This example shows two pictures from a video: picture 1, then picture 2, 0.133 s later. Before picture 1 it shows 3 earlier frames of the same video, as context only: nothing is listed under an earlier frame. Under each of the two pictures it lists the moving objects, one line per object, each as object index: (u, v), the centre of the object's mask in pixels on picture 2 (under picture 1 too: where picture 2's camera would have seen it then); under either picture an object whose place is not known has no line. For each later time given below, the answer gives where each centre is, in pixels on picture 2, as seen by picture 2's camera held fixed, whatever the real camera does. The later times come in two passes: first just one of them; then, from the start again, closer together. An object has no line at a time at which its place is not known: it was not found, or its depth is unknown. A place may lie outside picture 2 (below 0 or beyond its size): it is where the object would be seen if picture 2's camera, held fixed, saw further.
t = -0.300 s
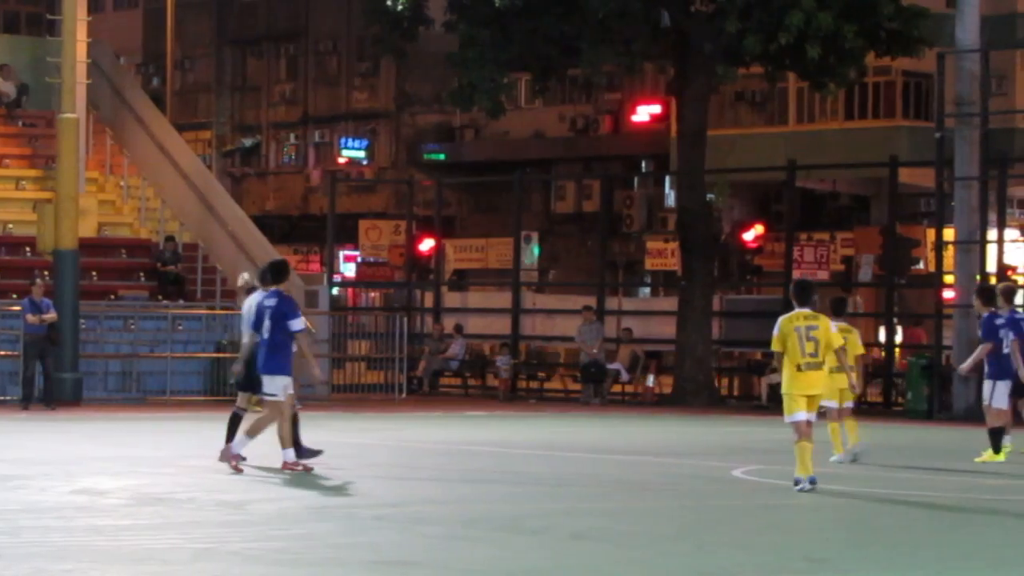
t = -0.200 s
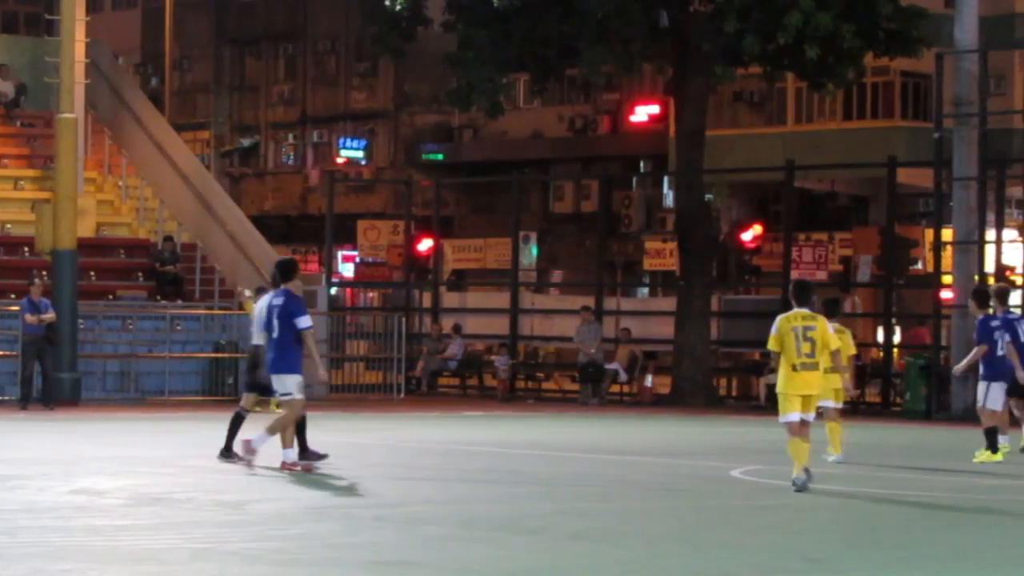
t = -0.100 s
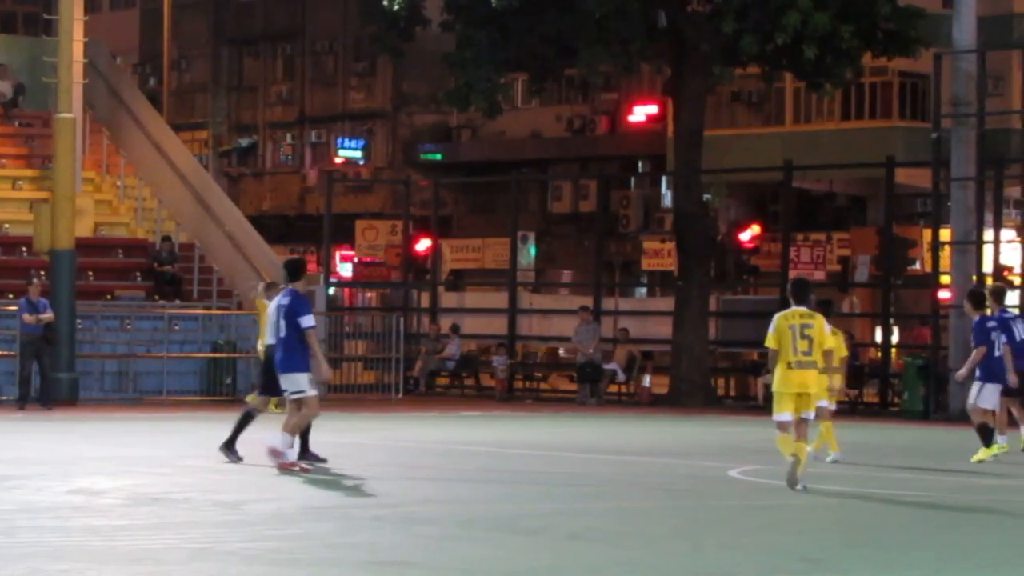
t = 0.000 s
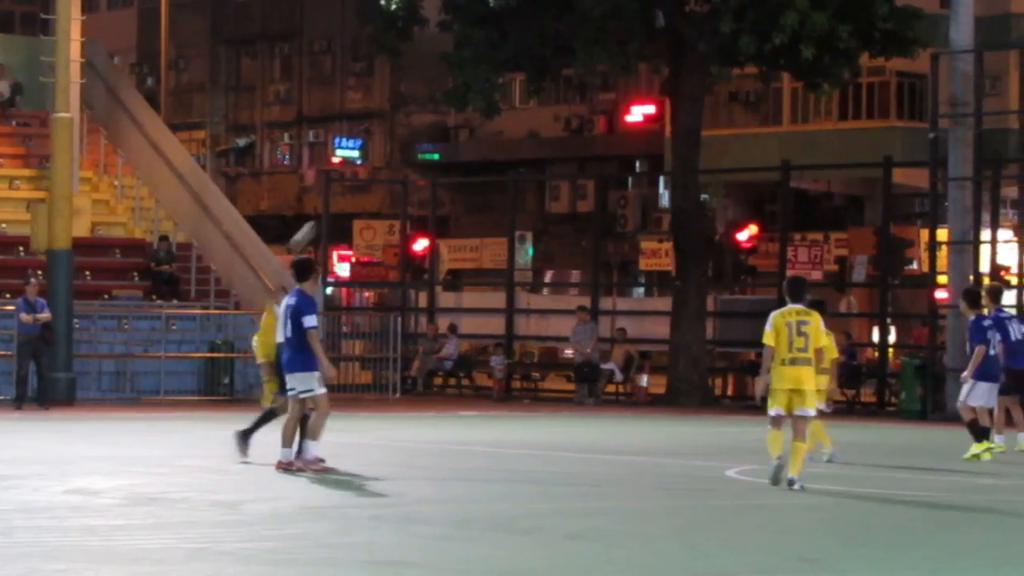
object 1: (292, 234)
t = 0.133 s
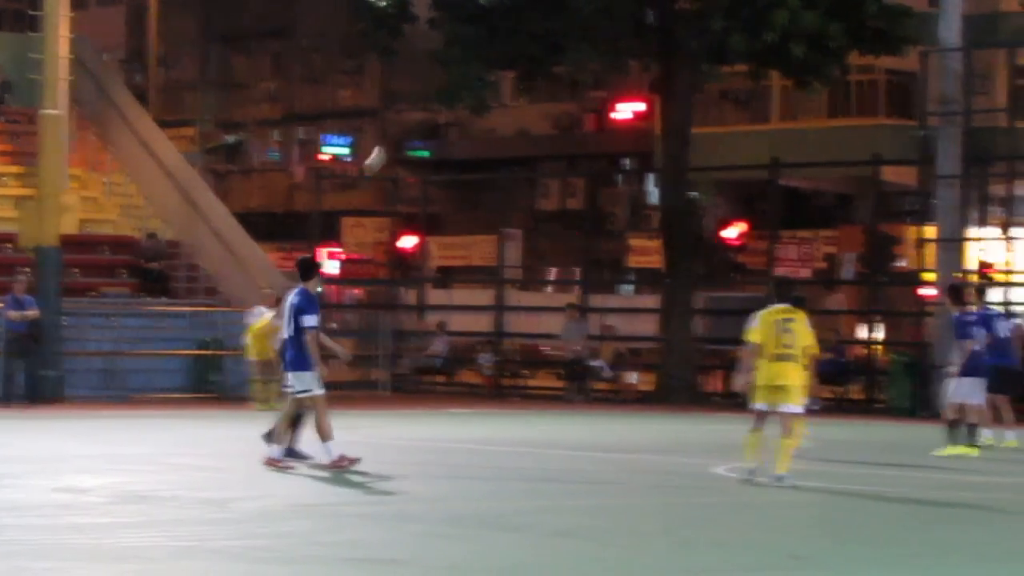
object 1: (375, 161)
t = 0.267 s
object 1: (461, 96)
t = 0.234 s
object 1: (438, 111)
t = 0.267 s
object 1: (461, 96)
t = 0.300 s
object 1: (483, 84)
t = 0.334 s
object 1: (507, 72)
